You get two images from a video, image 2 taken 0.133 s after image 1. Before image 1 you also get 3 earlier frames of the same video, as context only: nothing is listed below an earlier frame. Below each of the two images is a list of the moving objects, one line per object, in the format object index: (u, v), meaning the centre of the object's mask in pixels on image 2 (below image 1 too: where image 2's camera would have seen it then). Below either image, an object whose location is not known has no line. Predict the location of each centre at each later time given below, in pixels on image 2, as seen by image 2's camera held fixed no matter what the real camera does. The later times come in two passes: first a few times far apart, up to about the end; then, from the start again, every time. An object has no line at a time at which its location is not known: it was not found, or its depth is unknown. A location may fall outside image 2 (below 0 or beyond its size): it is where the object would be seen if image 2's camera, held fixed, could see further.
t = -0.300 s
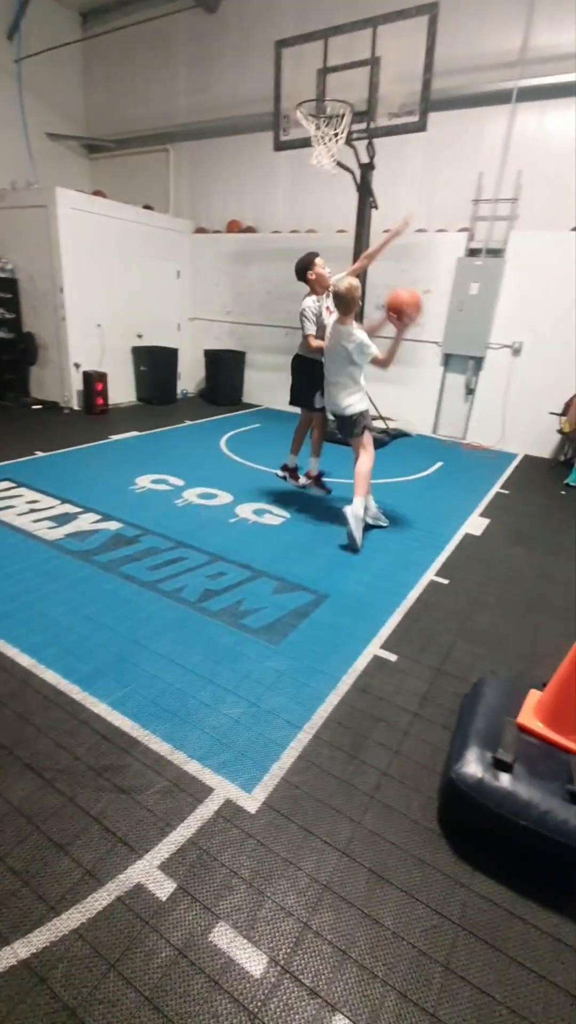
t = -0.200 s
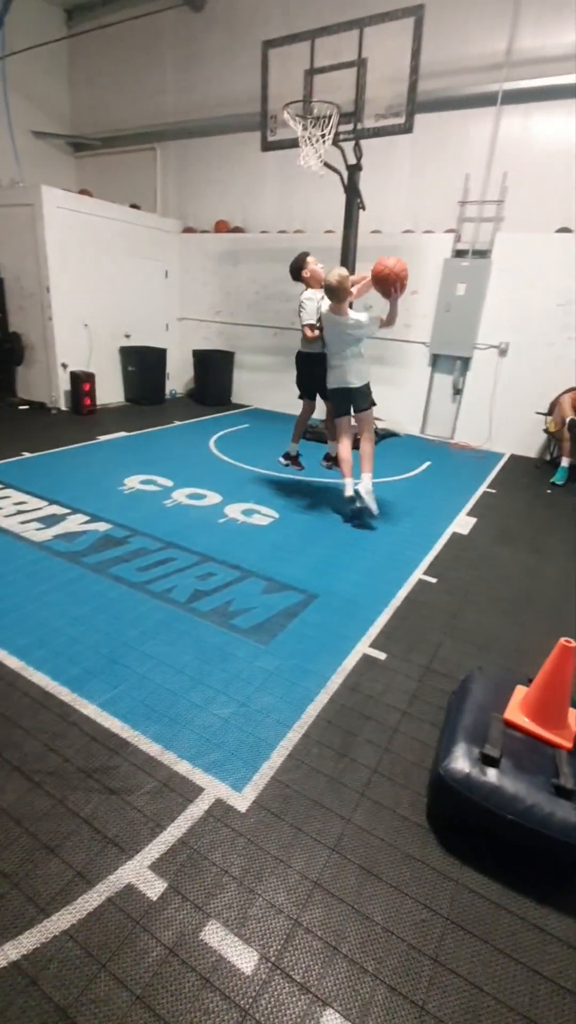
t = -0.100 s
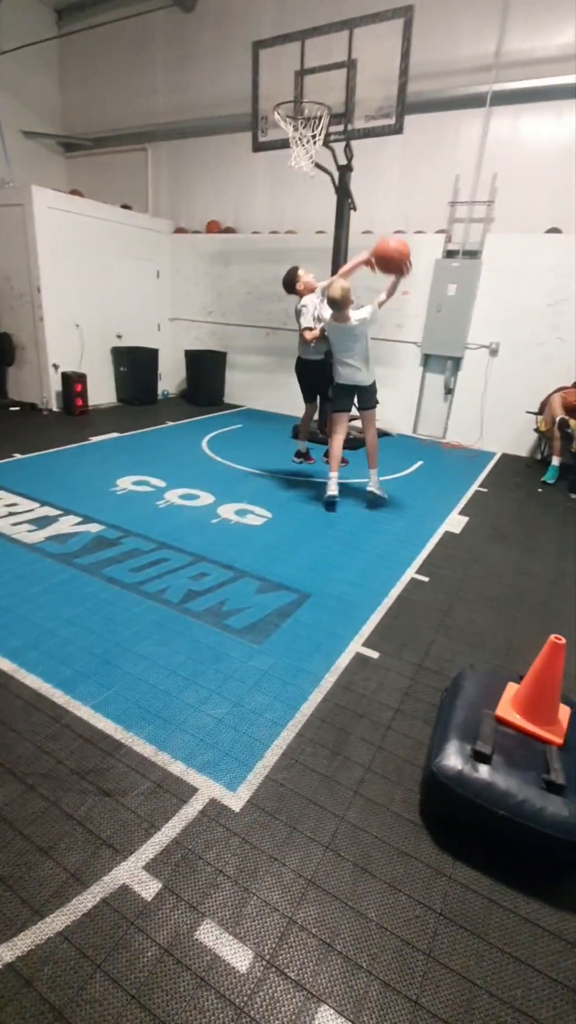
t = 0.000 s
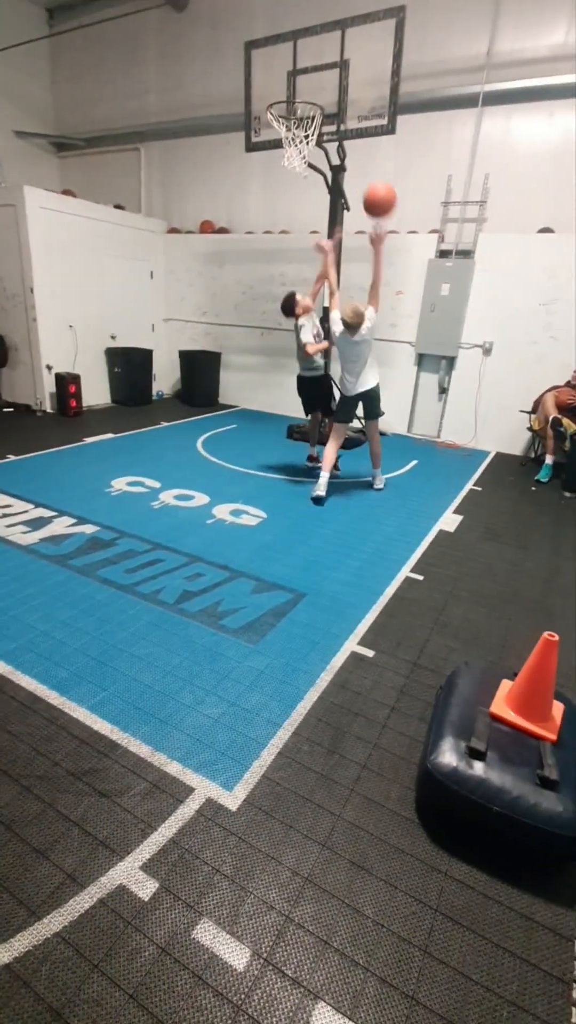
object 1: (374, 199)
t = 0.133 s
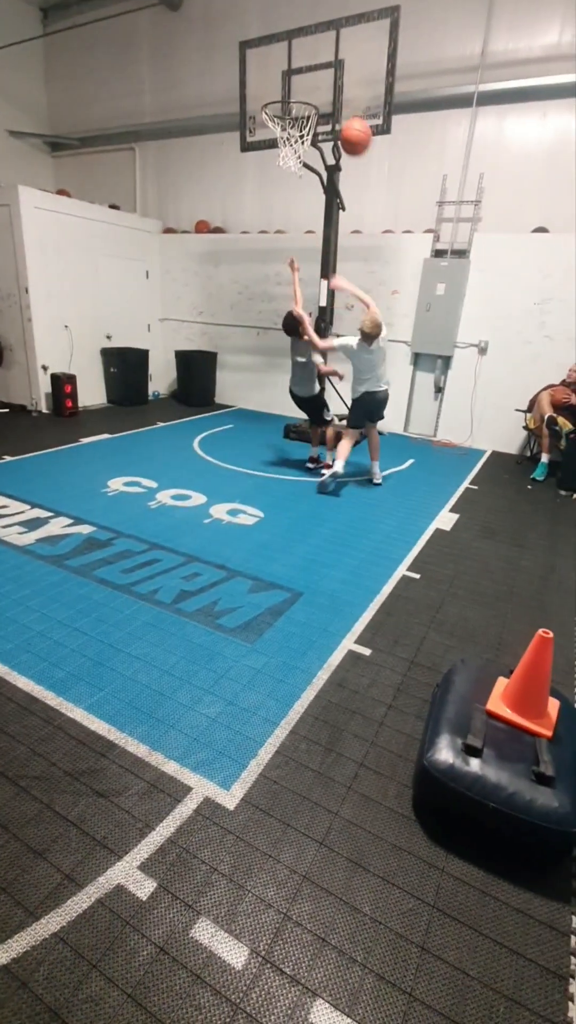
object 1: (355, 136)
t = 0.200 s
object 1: (346, 120)
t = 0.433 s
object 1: (338, 91)
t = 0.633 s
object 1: (357, 98)
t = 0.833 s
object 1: (370, 158)
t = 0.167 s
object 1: (351, 127)
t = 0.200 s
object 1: (346, 120)
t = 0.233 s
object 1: (342, 114)
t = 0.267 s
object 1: (337, 109)
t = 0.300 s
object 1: (333, 107)
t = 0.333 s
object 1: (329, 107)
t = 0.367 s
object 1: (329, 103)
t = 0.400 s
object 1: (333, 96)
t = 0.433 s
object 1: (338, 91)
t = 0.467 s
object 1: (342, 89)
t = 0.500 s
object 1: (345, 87)
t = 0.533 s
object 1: (348, 87)
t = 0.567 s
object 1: (351, 88)
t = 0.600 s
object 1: (354, 92)
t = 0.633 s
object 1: (357, 98)
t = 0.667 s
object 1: (360, 103)
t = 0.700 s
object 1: (363, 111)
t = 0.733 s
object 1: (365, 120)
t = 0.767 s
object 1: (367, 131)
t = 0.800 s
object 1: (369, 143)
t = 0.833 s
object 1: (370, 158)
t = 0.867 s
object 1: (372, 173)
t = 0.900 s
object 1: (374, 190)
